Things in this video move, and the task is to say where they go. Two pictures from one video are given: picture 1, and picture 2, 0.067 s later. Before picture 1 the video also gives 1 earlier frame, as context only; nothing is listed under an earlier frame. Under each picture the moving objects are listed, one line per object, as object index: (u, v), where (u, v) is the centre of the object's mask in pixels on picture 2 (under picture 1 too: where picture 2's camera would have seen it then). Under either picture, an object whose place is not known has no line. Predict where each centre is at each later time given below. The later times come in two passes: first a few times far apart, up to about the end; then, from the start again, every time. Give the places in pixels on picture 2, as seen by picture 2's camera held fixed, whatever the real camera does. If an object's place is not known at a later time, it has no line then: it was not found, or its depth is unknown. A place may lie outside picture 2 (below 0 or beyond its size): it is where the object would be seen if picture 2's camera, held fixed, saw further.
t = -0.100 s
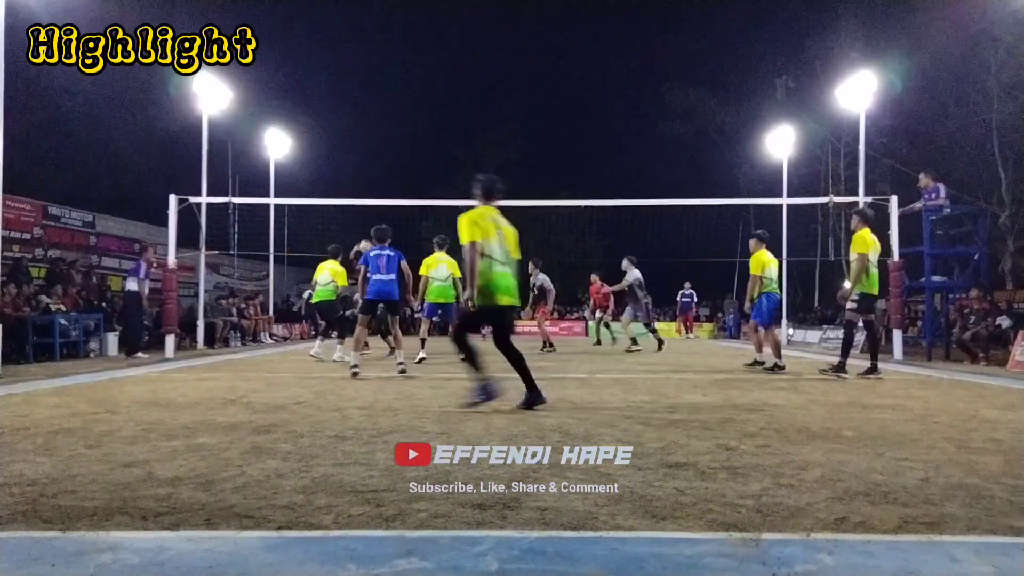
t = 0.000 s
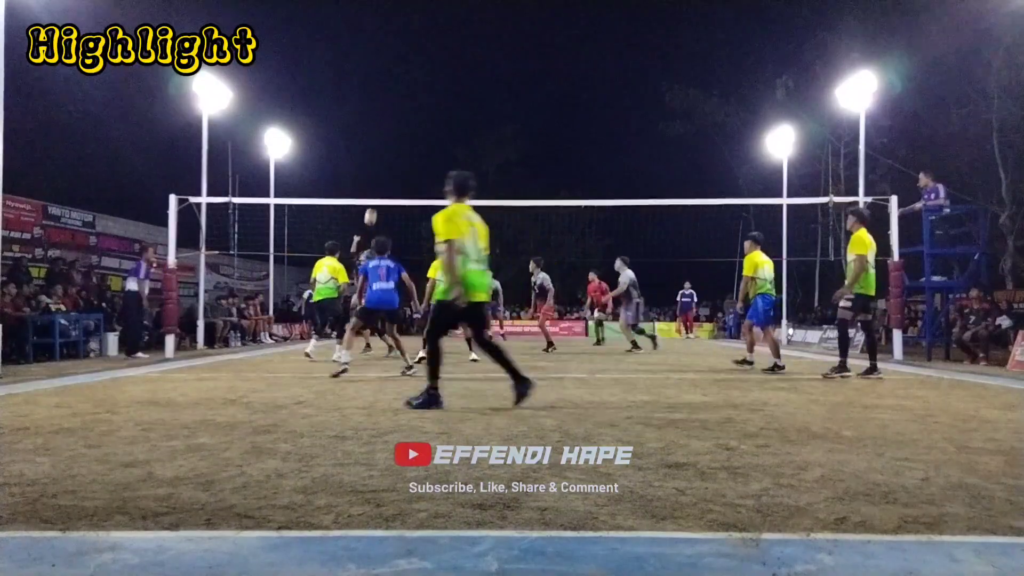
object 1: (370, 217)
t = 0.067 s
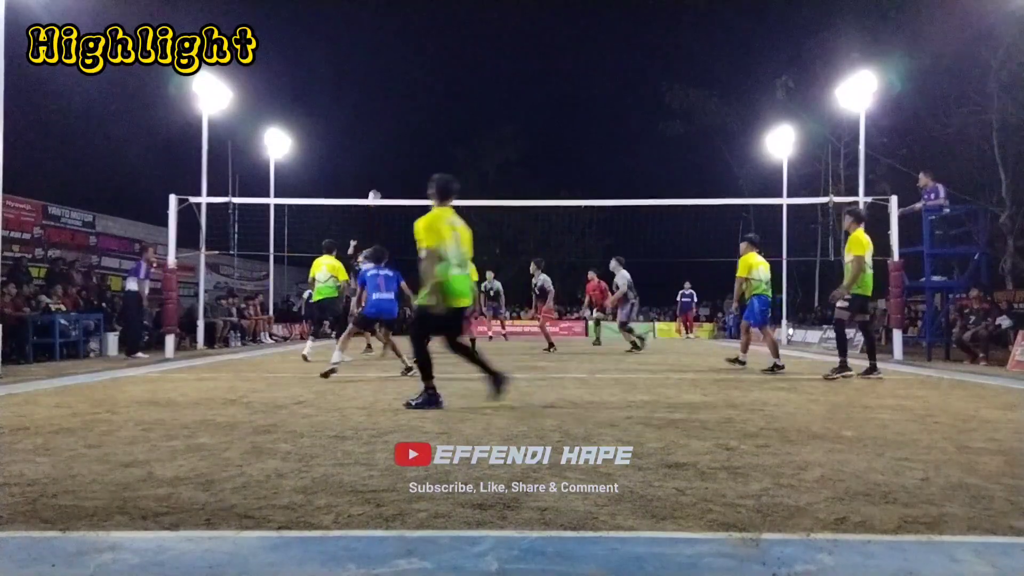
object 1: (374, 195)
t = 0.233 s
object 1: (383, 160)
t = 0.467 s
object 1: (396, 129)
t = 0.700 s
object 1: (408, 126)
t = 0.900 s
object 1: (419, 148)
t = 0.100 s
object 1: (376, 189)
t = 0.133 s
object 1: (378, 181)
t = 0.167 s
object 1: (379, 174)
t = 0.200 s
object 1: (381, 166)
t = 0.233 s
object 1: (383, 160)
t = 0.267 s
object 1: (385, 154)
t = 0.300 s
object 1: (386, 148)
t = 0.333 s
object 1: (388, 143)
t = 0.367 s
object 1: (390, 139)
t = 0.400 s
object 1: (392, 135)
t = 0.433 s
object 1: (394, 132)
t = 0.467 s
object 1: (396, 129)
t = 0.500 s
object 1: (397, 126)
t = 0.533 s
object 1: (399, 125)
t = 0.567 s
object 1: (401, 124)
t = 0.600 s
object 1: (403, 123)
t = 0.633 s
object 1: (405, 124)
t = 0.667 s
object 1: (406, 125)
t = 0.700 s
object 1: (408, 126)
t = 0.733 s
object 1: (410, 128)
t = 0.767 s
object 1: (412, 130)
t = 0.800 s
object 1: (414, 134)
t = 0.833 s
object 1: (416, 138)
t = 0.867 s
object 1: (417, 143)
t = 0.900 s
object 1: (419, 148)
